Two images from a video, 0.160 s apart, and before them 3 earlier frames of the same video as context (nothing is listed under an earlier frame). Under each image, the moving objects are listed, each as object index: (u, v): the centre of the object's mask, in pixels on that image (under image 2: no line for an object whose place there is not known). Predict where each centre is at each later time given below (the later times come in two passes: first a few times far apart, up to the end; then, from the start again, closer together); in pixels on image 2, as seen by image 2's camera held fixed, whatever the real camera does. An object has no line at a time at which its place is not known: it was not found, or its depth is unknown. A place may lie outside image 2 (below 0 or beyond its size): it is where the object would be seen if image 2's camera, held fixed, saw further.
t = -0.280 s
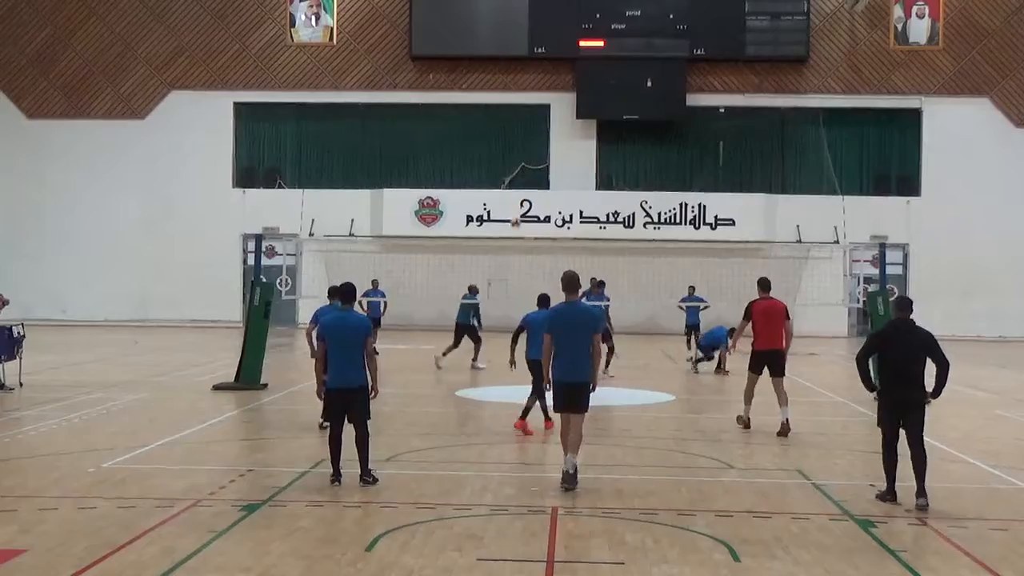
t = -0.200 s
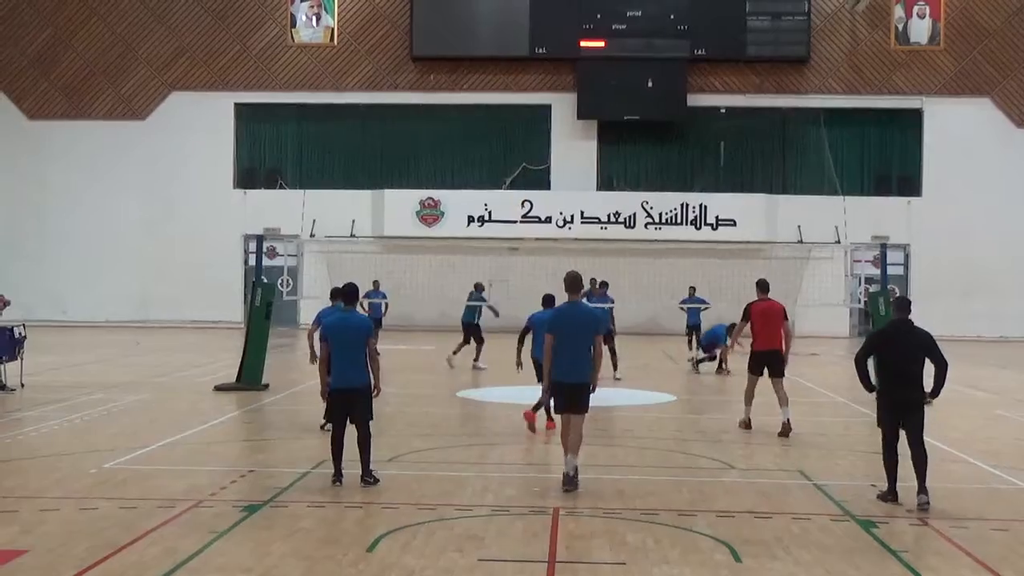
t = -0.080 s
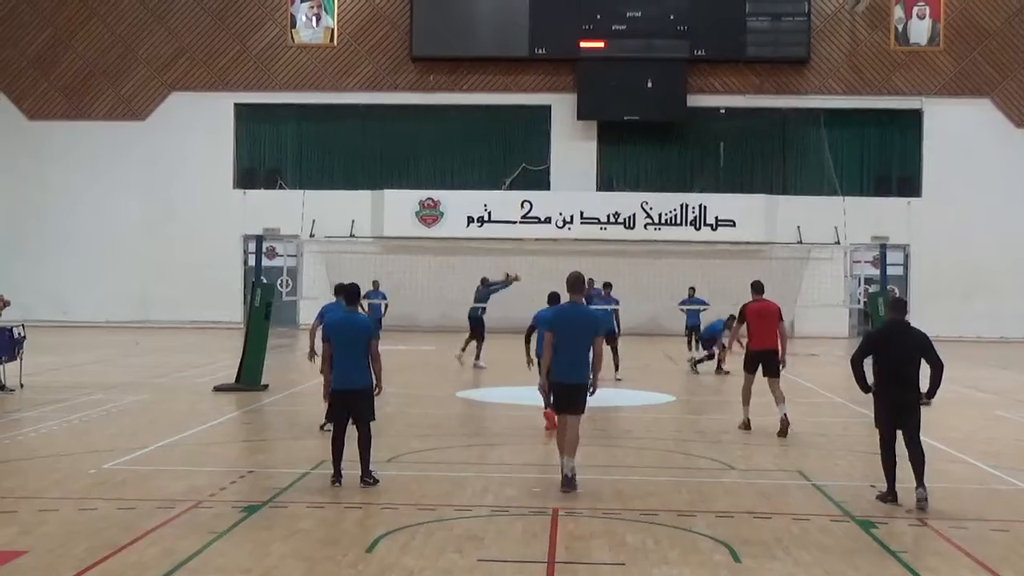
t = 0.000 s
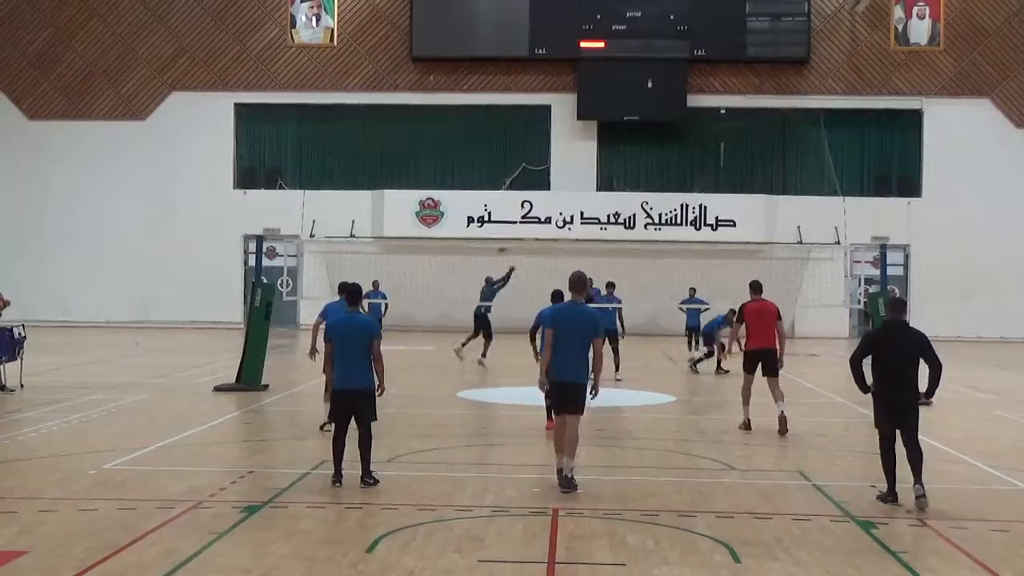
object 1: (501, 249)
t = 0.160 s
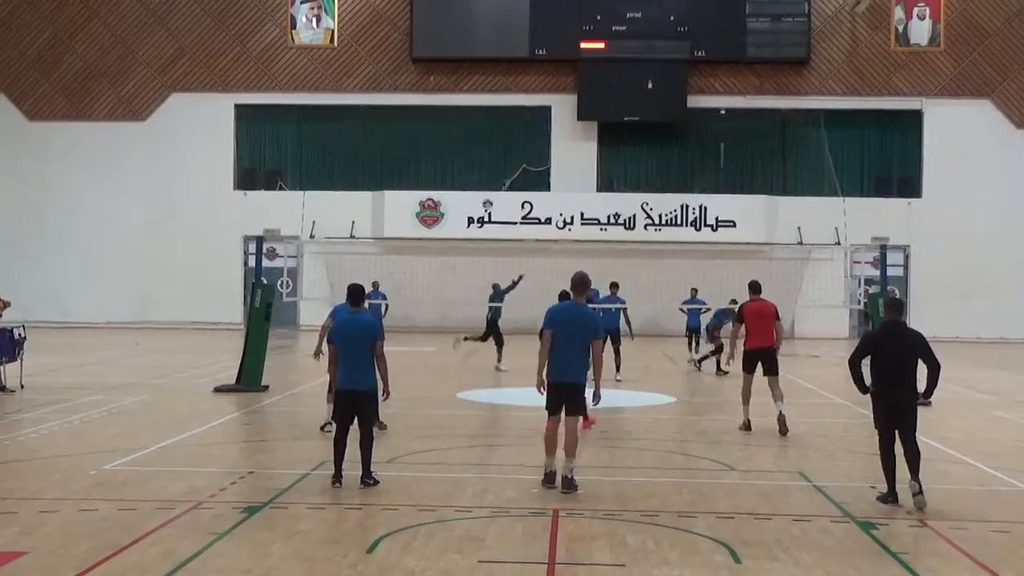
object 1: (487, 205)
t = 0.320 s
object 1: (471, 169)
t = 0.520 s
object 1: (448, 144)
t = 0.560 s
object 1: (443, 142)
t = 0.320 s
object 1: (471, 169)
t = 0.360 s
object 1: (467, 162)
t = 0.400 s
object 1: (462, 156)
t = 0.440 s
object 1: (457, 151)
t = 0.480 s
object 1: (453, 147)
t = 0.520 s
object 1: (448, 144)
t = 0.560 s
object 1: (443, 142)
